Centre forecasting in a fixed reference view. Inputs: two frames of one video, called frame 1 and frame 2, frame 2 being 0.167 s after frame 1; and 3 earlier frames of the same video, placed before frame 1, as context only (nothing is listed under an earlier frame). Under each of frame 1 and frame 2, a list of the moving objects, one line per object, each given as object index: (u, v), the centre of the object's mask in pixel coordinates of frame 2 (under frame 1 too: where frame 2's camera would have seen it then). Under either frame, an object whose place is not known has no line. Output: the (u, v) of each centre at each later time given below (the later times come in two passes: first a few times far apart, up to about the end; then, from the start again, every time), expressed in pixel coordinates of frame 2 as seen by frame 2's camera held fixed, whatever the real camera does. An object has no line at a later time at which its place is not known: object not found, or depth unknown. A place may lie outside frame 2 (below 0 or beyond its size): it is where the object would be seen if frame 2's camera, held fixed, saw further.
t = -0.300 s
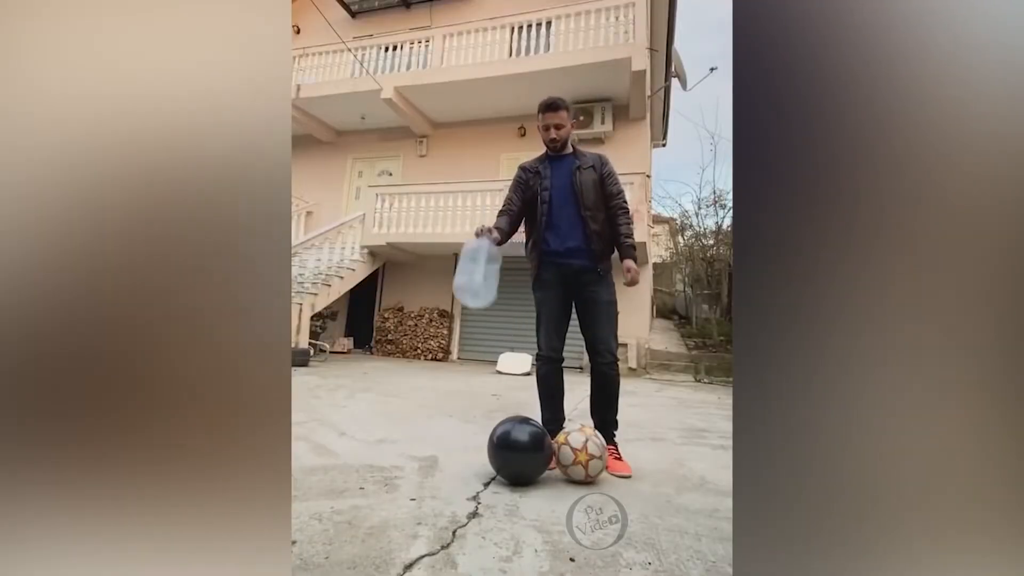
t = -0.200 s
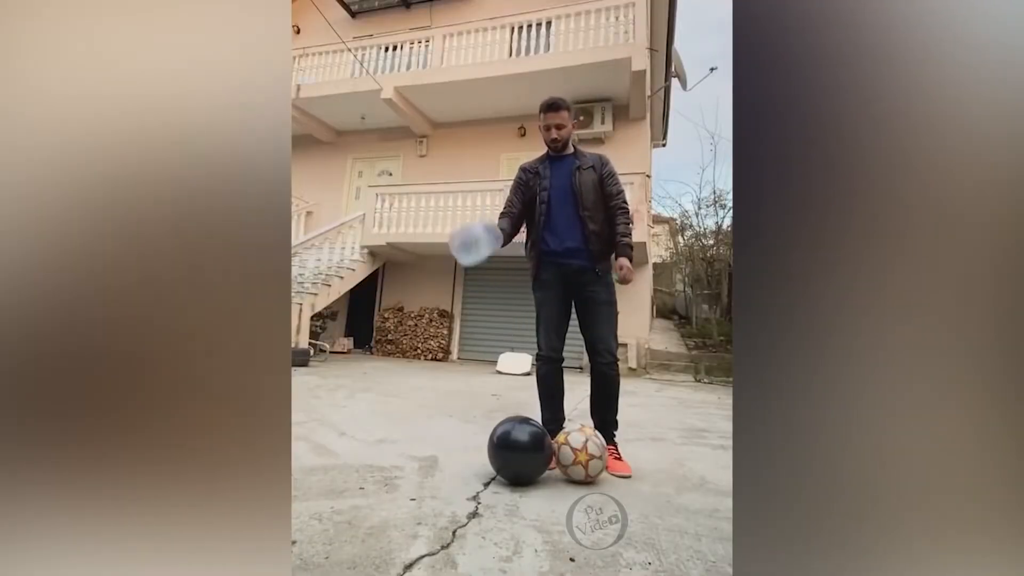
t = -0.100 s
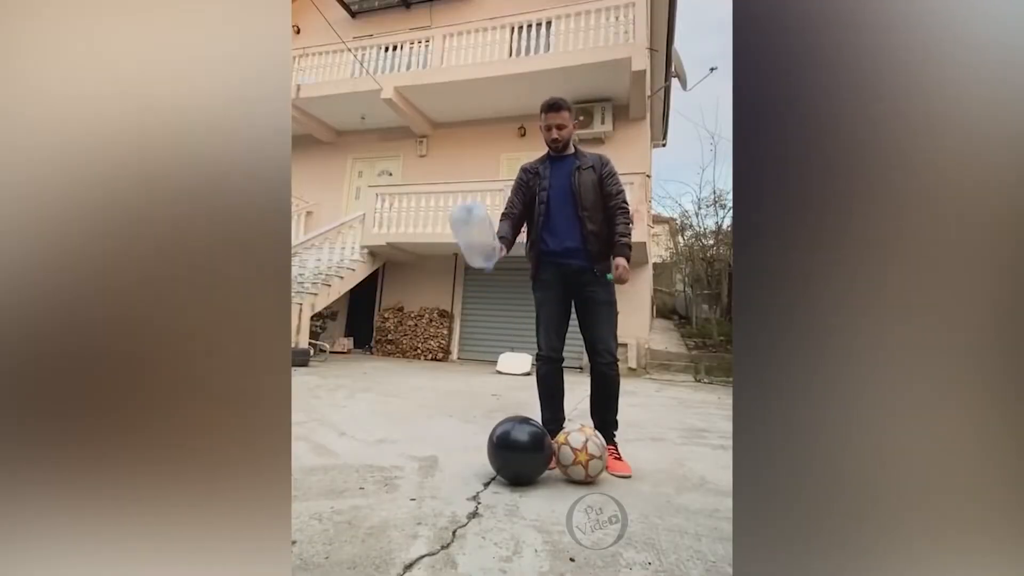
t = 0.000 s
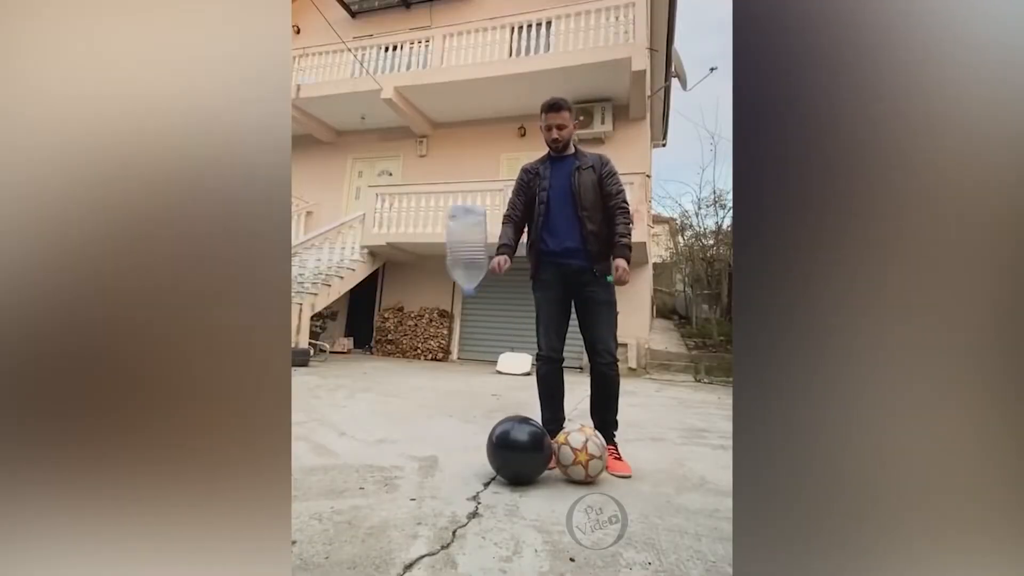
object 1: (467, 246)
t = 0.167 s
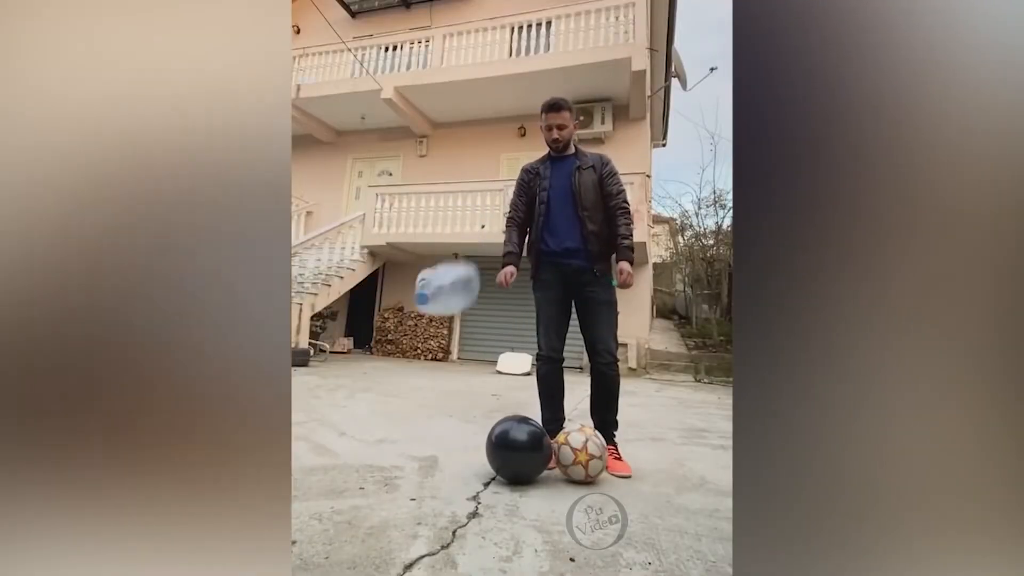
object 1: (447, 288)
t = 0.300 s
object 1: (434, 380)
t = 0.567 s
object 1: (432, 463)
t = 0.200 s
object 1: (444, 305)
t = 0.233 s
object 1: (439, 326)
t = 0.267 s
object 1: (436, 349)
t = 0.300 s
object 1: (434, 380)
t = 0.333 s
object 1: (431, 418)
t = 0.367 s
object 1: (429, 461)
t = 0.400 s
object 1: (430, 463)
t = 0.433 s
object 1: (431, 462)
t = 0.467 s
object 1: (431, 463)
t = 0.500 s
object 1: (431, 463)
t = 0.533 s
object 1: (431, 463)
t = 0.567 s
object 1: (432, 463)
